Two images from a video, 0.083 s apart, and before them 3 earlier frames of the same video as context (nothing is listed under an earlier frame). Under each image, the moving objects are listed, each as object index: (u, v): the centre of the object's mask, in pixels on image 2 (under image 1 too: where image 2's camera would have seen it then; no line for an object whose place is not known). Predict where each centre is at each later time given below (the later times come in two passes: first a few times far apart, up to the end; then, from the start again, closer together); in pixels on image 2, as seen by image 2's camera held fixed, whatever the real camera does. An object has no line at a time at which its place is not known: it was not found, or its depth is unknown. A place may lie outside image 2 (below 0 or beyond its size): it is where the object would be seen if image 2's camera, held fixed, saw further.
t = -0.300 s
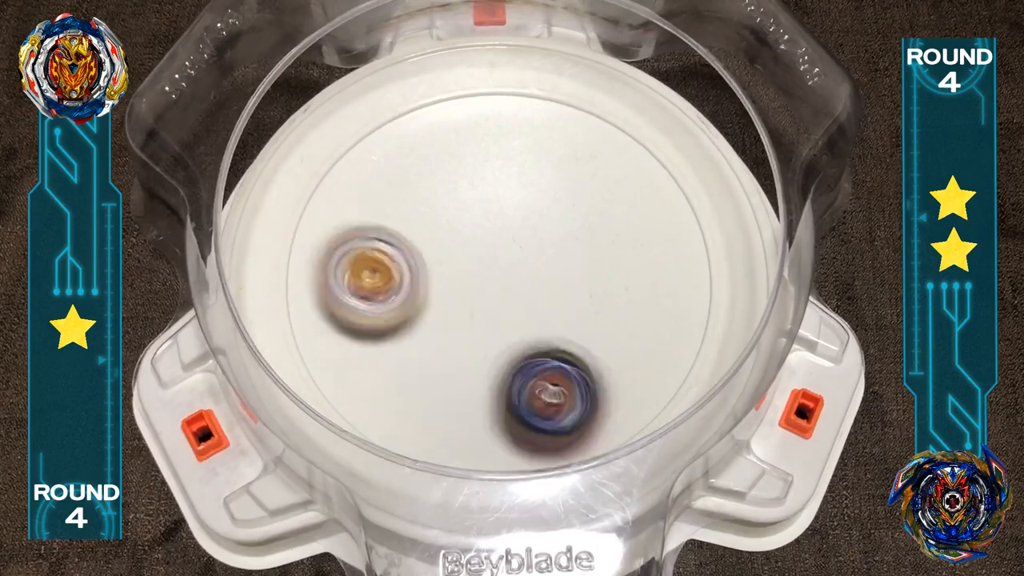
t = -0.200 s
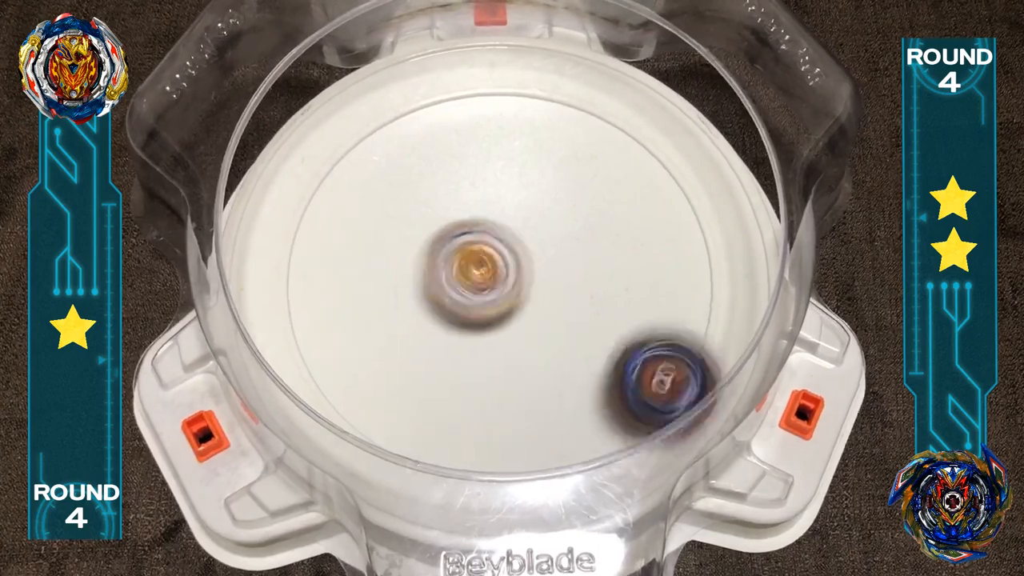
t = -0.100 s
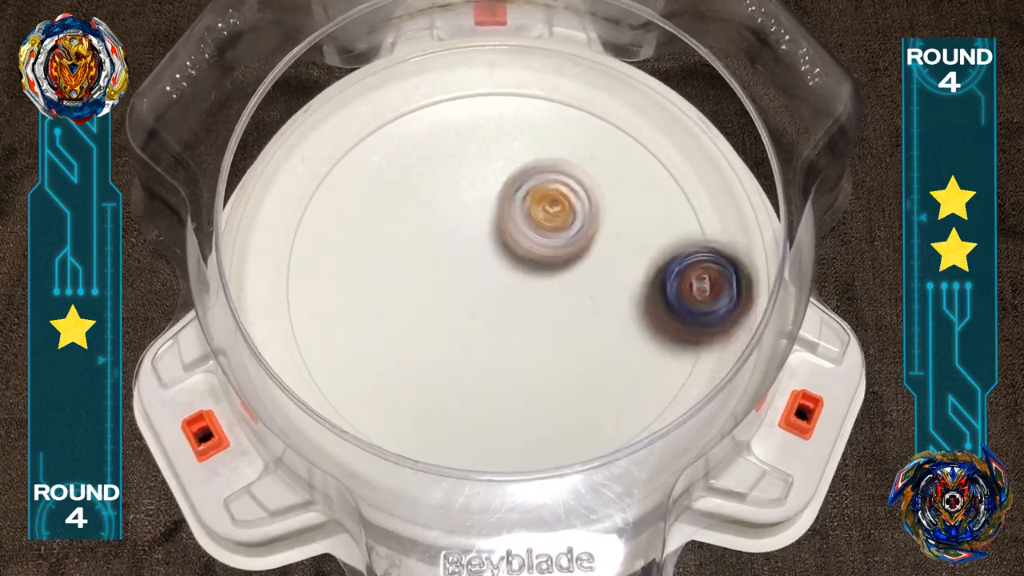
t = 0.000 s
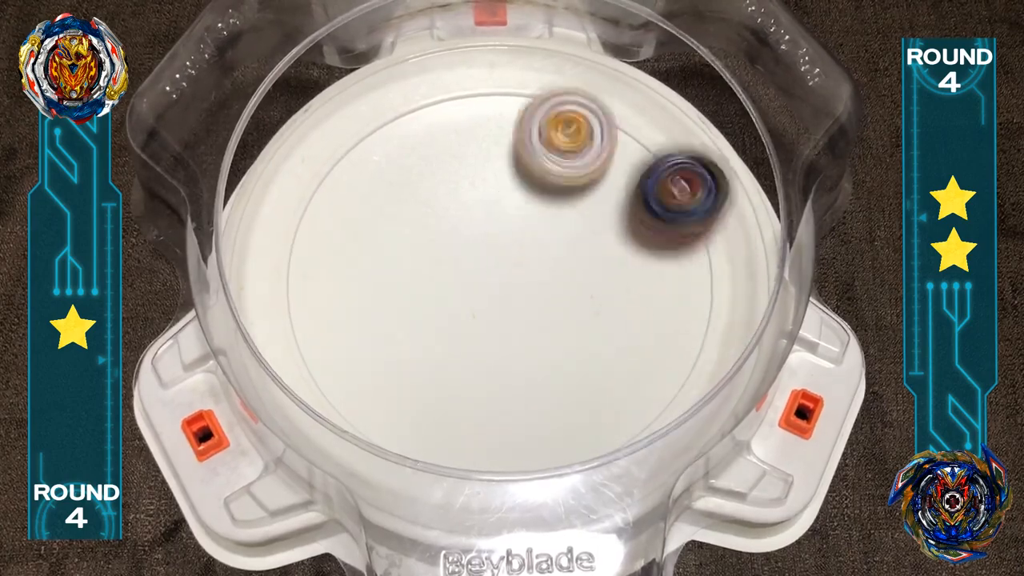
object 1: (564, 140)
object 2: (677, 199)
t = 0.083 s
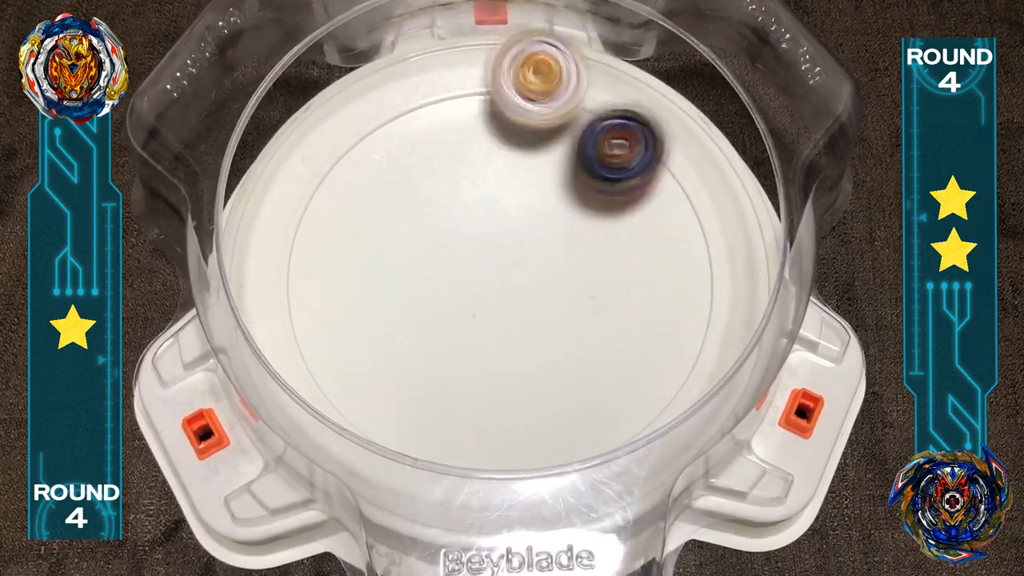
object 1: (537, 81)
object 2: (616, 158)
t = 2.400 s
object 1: (603, 253)
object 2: (525, 380)
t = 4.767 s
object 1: (392, 314)
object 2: (491, 217)
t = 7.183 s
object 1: (529, 340)
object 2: (466, 234)
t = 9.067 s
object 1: (610, 255)
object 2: (466, 284)
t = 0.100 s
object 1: (521, 77)
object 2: (604, 155)
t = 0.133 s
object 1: (495, 73)
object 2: (573, 163)
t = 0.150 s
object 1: (485, 68)
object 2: (559, 168)
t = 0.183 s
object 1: (465, 65)
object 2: (530, 181)
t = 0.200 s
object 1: (457, 66)
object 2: (514, 193)
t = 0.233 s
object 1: (442, 70)
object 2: (486, 218)
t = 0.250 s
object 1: (436, 76)
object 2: (473, 233)
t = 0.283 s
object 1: (428, 91)
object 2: (452, 267)
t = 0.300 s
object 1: (424, 102)
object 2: (445, 285)
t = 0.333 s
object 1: (417, 124)
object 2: (436, 322)
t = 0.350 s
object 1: (416, 137)
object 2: (434, 341)
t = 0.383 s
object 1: (417, 162)
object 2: (438, 379)
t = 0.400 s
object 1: (421, 173)
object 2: (443, 397)
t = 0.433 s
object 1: (431, 201)
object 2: (460, 427)
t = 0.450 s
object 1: (436, 213)
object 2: (471, 449)
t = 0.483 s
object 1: (454, 241)
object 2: (502, 461)
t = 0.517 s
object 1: (477, 263)
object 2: (535, 440)
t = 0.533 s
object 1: (490, 273)
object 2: (550, 440)
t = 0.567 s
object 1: (519, 286)
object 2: (589, 460)
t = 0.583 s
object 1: (536, 291)
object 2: (603, 461)
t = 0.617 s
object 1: (566, 293)
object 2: (629, 460)
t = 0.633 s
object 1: (582, 290)
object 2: (636, 452)
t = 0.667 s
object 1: (611, 284)
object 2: (647, 426)
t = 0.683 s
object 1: (625, 278)
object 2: (648, 411)
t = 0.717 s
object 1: (650, 261)
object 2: (646, 386)
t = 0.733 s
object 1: (660, 252)
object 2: (646, 372)
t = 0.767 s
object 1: (676, 232)
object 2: (638, 339)
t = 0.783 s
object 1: (682, 221)
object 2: (631, 322)
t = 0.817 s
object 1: (689, 195)
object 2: (613, 292)
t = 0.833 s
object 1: (684, 185)
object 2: (602, 276)
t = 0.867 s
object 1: (658, 171)
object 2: (574, 252)
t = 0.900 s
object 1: (635, 155)
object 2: (541, 227)
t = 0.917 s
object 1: (623, 154)
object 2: (524, 216)
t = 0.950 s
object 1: (602, 143)
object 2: (486, 202)
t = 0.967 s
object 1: (589, 141)
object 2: (467, 197)
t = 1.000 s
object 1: (563, 152)
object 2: (428, 193)
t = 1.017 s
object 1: (550, 159)
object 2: (410, 191)
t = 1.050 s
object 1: (529, 175)
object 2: (371, 196)
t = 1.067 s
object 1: (517, 186)
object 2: (351, 201)
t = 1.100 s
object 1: (499, 212)
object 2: (314, 215)
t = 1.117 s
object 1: (494, 225)
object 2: (299, 224)
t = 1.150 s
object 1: (485, 255)
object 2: (289, 256)
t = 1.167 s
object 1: (484, 270)
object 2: (287, 269)
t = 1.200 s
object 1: (486, 299)
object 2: (282, 295)
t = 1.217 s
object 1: (490, 313)
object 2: (276, 310)
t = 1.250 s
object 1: (505, 340)
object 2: (273, 337)
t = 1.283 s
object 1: (525, 362)
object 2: (295, 359)
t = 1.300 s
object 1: (536, 371)
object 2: (307, 369)
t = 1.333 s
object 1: (563, 385)
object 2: (339, 385)
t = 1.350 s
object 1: (579, 391)
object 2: (357, 392)
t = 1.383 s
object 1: (609, 396)
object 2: (398, 402)
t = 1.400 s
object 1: (623, 394)
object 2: (419, 406)
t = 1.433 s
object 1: (651, 386)
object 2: (462, 401)
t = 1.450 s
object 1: (661, 379)
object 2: (485, 396)
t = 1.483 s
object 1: (675, 356)
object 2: (526, 379)
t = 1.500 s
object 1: (680, 342)
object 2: (546, 368)
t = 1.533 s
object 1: (694, 305)
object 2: (561, 343)
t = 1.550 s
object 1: (710, 287)
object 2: (548, 328)
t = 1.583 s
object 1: (720, 250)
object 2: (527, 302)
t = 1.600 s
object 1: (724, 236)
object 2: (518, 286)
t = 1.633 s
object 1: (728, 209)
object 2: (499, 258)
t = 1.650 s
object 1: (728, 198)
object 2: (488, 246)
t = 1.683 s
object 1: (722, 179)
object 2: (464, 224)
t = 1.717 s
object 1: (712, 160)
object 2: (438, 208)
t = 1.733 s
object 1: (704, 155)
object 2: (425, 202)
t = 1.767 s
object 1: (686, 144)
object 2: (396, 194)
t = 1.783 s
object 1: (677, 136)
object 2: (382, 191)
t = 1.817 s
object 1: (654, 131)
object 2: (354, 187)
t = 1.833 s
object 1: (638, 136)
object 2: (340, 186)
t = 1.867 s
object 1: (613, 130)
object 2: (317, 191)
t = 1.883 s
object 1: (598, 132)
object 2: (314, 197)
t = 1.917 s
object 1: (569, 137)
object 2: (313, 219)
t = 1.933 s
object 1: (551, 144)
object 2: (314, 232)
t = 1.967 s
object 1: (524, 158)
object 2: (314, 251)
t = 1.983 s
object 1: (509, 166)
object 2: (314, 258)
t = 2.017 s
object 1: (483, 185)
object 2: (318, 277)
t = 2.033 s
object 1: (472, 195)
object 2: (324, 289)
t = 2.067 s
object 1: (450, 221)
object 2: (340, 305)
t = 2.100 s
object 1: (437, 246)
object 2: (363, 319)
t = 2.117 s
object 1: (445, 251)
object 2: (358, 333)
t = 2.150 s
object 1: (473, 252)
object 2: (342, 365)
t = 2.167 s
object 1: (488, 256)
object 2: (338, 386)
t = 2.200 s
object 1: (507, 265)
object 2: (362, 399)
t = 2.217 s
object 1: (516, 268)
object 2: (375, 408)
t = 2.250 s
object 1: (534, 275)
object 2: (403, 417)
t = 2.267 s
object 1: (543, 277)
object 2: (418, 418)
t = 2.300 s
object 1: (561, 277)
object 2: (446, 417)
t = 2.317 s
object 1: (570, 275)
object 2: (461, 414)
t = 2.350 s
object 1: (586, 268)
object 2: (490, 405)
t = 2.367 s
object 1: (593, 263)
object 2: (504, 398)
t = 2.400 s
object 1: (603, 253)
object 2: (525, 380)
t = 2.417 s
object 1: (606, 247)
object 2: (535, 370)
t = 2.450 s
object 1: (610, 234)
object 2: (550, 342)
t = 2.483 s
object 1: (607, 223)
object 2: (557, 316)
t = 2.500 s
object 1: (607, 213)
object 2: (555, 305)
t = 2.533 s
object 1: (606, 191)
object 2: (541, 298)
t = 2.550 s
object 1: (604, 184)
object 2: (533, 294)
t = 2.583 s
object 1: (595, 170)
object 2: (514, 286)
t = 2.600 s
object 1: (588, 165)
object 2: (503, 282)
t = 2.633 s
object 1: (570, 164)
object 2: (481, 276)
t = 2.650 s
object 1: (563, 162)
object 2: (468, 275)
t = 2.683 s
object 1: (545, 164)
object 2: (446, 275)
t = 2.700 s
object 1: (536, 167)
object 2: (433, 277)
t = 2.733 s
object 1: (517, 177)
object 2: (411, 283)
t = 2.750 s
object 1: (508, 184)
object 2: (401, 288)
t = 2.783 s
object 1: (493, 199)
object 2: (383, 300)
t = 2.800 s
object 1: (488, 208)
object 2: (376, 306)
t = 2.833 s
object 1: (478, 230)
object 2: (366, 323)
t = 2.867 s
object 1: (473, 253)
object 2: (362, 339)
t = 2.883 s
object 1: (473, 264)
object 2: (362, 346)
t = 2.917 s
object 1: (476, 286)
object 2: (369, 361)
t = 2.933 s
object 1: (479, 297)
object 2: (374, 367)
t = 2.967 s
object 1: (490, 317)
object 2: (390, 377)
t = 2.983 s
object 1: (496, 327)
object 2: (399, 380)
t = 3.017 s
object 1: (516, 339)
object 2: (412, 383)
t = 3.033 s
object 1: (529, 344)
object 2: (412, 385)
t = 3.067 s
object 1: (553, 353)
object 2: (414, 387)
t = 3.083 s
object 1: (563, 356)
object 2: (415, 388)
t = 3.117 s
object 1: (585, 359)
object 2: (419, 386)
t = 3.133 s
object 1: (597, 359)
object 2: (422, 383)
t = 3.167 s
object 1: (619, 353)
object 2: (429, 378)
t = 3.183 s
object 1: (628, 348)
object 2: (432, 374)
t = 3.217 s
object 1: (644, 337)
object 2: (440, 364)
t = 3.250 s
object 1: (655, 322)
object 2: (447, 352)
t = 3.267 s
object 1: (658, 315)
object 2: (450, 345)
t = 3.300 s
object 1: (659, 297)
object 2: (454, 328)
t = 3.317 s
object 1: (658, 288)
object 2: (455, 317)
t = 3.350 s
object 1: (651, 272)
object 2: (455, 302)
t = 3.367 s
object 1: (644, 264)
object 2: (454, 293)
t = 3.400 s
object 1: (628, 250)
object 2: (448, 275)
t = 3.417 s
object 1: (619, 245)
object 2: (444, 265)
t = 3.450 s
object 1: (599, 238)
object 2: (435, 253)
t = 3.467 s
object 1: (587, 235)
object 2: (429, 244)
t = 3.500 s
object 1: (565, 230)
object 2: (416, 233)
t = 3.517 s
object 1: (553, 234)
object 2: (411, 229)
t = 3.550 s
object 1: (528, 238)
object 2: (398, 223)
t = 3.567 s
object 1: (516, 241)
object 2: (392, 222)
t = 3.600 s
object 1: (494, 249)
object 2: (381, 220)
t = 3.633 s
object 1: (474, 259)
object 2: (374, 221)
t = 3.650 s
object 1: (464, 266)
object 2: (371, 221)
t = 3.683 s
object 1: (452, 284)
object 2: (357, 213)
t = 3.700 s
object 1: (447, 292)
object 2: (347, 205)
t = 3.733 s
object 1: (435, 309)
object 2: (332, 193)
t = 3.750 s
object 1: (429, 319)
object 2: (324, 190)
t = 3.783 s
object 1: (420, 337)
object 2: (320, 189)
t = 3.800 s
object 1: (417, 347)
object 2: (323, 193)
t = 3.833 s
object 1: (413, 365)
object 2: (332, 205)
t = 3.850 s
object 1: (412, 376)
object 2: (336, 208)
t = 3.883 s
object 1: (415, 394)
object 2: (345, 216)
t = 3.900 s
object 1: (418, 402)
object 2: (349, 218)
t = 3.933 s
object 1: (429, 413)
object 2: (359, 221)
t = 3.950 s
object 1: (435, 417)
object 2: (362, 221)
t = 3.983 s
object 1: (452, 423)
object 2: (371, 220)
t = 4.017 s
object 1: (471, 425)
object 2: (379, 217)
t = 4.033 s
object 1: (481, 425)
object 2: (384, 216)
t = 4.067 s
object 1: (499, 421)
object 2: (392, 212)
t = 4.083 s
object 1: (507, 417)
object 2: (398, 211)
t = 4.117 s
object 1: (521, 404)
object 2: (408, 209)
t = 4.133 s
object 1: (527, 394)
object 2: (413, 208)
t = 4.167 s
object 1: (536, 375)
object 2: (425, 205)
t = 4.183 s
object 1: (538, 366)
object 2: (431, 203)
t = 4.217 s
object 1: (540, 346)
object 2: (442, 203)
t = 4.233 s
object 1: (539, 336)
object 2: (449, 202)
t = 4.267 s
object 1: (534, 315)
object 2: (462, 199)
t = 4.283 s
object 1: (532, 306)
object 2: (468, 199)
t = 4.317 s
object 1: (523, 287)
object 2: (481, 194)
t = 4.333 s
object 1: (517, 288)
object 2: (490, 182)
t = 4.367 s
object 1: (508, 292)
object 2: (502, 137)
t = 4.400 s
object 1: (497, 287)
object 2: (513, 96)
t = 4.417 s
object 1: (488, 285)
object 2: (517, 78)
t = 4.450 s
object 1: (470, 282)
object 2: (522, 48)
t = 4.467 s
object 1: (463, 279)
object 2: (518, 49)
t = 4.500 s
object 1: (448, 273)
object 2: (508, 74)
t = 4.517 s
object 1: (440, 273)
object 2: (504, 82)
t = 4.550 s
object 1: (424, 276)
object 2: (499, 98)
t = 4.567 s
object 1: (416, 278)
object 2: (497, 105)
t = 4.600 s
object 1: (403, 280)
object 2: (494, 123)
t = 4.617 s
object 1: (398, 282)
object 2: (492, 132)
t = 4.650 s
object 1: (389, 289)
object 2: (491, 151)
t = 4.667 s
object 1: (386, 294)
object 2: (491, 160)
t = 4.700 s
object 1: (383, 301)
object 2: (491, 179)
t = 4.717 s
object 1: (384, 305)
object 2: (491, 184)
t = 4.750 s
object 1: (388, 312)
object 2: (490, 206)
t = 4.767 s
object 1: (392, 314)
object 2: (491, 217)
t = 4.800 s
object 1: (402, 320)
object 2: (493, 237)
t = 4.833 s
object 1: (409, 323)
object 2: (499, 257)
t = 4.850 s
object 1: (405, 328)
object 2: (514, 259)
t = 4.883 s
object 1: (399, 339)
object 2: (537, 266)
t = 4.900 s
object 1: (398, 344)
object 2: (548, 272)
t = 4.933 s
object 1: (399, 352)
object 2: (563, 283)
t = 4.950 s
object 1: (401, 356)
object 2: (570, 287)
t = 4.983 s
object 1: (407, 362)
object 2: (584, 294)
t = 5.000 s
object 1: (411, 363)
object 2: (591, 299)
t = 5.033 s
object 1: (421, 365)
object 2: (603, 308)
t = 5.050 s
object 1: (426, 364)
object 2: (610, 310)
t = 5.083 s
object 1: (440, 360)
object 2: (622, 318)
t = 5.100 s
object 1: (444, 358)
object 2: (627, 321)
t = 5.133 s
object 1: (456, 350)
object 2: (636, 325)
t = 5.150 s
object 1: (463, 345)
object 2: (640, 327)
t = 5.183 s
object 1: (471, 333)
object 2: (649, 329)
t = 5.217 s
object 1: (479, 321)
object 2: (654, 330)
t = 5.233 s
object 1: (482, 313)
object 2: (656, 330)
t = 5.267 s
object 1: (486, 300)
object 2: (656, 329)
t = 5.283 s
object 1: (489, 292)
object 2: (655, 328)
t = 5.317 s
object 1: (490, 277)
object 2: (649, 324)
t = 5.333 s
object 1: (491, 270)
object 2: (642, 322)
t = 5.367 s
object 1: (489, 256)
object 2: (631, 320)
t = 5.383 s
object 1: (489, 249)
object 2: (625, 317)
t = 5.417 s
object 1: (486, 236)
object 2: (610, 314)
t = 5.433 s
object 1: (483, 229)
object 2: (601, 314)
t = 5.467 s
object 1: (478, 217)
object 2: (586, 312)
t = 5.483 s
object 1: (476, 211)
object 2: (579, 311)
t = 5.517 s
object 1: (468, 203)
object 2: (560, 309)
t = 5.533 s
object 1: (464, 197)
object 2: (552, 309)
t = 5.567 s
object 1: (457, 190)
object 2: (536, 308)
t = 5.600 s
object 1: (450, 186)
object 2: (517, 305)
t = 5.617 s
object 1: (446, 186)
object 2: (508, 304)
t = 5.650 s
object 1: (441, 185)
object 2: (491, 302)
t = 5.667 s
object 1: (439, 185)
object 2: (483, 301)
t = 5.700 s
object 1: (436, 190)
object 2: (464, 299)
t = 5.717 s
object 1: (435, 193)
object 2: (457, 298)
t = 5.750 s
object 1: (437, 190)
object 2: (441, 302)
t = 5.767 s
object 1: (438, 188)
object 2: (431, 307)
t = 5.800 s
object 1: (441, 181)
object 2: (417, 312)
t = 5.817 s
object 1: (442, 179)
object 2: (410, 313)
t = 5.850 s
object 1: (444, 173)
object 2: (395, 316)
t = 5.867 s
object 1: (446, 171)
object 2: (390, 315)
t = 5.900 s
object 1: (450, 168)
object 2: (376, 317)
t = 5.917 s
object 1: (452, 164)
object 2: (372, 318)
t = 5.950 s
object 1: (457, 164)
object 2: (361, 318)
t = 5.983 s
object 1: (463, 164)
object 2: (353, 318)
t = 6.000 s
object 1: (465, 165)
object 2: (349, 318)
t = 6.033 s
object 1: (472, 166)
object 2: (345, 318)
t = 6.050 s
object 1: (474, 168)
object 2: (344, 317)
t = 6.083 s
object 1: (481, 171)
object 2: (345, 316)
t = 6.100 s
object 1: (484, 173)
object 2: (345, 315)
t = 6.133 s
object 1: (492, 180)
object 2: (351, 313)
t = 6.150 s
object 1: (496, 183)
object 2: (353, 312)
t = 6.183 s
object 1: (504, 191)
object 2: (361, 308)
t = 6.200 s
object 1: (509, 194)
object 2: (367, 305)
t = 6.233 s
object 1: (518, 202)
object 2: (378, 299)
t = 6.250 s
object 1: (523, 206)
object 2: (383, 296)
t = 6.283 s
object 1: (534, 213)
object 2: (395, 290)
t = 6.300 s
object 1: (539, 217)
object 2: (401, 286)
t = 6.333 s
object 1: (549, 224)
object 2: (411, 282)
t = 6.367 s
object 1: (561, 230)
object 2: (424, 276)
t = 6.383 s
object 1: (566, 232)
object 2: (430, 273)
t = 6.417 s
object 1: (577, 237)
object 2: (443, 267)
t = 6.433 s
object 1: (582, 239)
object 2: (449, 266)
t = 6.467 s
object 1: (591, 242)
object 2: (463, 260)
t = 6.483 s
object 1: (596, 245)
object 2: (470, 257)
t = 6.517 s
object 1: (605, 247)
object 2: (485, 253)
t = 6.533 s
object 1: (608, 249)
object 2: (490, 250)
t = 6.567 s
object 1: (616, 251)
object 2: (505, 245)
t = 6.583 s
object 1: (622, 254)
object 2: (504, 239)
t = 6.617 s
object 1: (633, 257)
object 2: (503, 233)
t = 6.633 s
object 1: (639, 258)
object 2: (501, 229)
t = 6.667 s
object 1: (646, 261)
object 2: (501, 223)
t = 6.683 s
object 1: (650, 262)
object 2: (498, 219)
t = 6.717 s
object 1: (656, 261)
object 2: (498, 213)
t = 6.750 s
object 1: (657, 262)
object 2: (493, 209)
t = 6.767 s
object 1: (656, 264)
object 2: (493, 208)
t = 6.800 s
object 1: (653, 266)
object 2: (489, 208)
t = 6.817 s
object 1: (650, 265)
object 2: (489, 208)
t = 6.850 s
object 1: (642, 272)
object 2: (486, 210)
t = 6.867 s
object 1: (639, 271)
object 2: (486, 211)
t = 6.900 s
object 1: (627, 277)
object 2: (485, 215)
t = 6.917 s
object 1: (621, 279)
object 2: (486, 218)
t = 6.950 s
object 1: (609, 287)
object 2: (486, 225)
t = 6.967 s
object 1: (602, 288)
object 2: (488, 227)
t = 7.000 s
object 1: (590, 296)
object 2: (489, 235)
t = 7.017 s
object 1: (584, 297)
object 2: (491, 239)
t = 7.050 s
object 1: (572, 306)
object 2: (493, 244)
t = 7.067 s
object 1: (568, 312)
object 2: (489, 243)
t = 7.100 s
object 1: (557, 321)
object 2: (485, 239)
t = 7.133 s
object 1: (546, 329)
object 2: (479, 236)
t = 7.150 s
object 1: (541, 334)
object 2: (474, 237)
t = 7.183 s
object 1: (529, 340)
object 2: (466, 234)
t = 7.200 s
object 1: (524, 344)
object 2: (465, 235)
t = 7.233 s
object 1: (513, 351)
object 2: (459, 238)
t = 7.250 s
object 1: (506, 354)
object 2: (456, 240)
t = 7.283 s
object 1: (495, 360)
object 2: (454, 243)
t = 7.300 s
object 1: (488, 363)
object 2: (452, 247)
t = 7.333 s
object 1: (477, 368)
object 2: (453, 255)
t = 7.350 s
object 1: (471, 369)
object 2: (455, 258)
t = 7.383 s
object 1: (460, 373)
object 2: (459, 263)
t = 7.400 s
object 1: (454, 374)
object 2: (462, 266)
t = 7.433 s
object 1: (443, 375)
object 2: (467, 272)
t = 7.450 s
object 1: (437, 376)
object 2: (470, 273)
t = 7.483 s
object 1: (428, 376)
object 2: (479, 278)
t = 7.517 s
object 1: (418, 375)
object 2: (487, 283)
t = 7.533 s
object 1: (414, 373)
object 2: (490, 284)
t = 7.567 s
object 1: (407, 372)
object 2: (498, 286)
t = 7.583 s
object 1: (404, 369)
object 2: (503, 288)
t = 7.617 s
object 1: (399, 365)
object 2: (512, 291)
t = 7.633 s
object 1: (397, 361)
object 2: (516, 290)
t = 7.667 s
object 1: (395, 355)
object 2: (524, 291)
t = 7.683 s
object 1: (392, 352)
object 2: (530, 292)
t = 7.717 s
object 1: (391, 343)
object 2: (536, 291)
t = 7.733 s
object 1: (391, 340)
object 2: (539, 290)
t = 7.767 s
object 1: (391, 329)
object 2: (547, 289)
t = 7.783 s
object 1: (392, 325)
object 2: (550, 289)
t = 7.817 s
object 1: (393, 315)
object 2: (552, 286)
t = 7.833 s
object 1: (394, 309)
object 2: (556, 284)
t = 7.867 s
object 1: (396, 300)
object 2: (560, 282)
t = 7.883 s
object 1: (396, 294)
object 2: (559, 281)
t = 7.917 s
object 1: (398, 284)
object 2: (561, 277)
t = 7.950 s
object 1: (401, 274)
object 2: (561, 273)
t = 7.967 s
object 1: (402, 269)
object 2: (561, 271)
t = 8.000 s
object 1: (405, 259)
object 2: (556, 267)
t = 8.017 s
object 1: (408, 254)
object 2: (554, 266)
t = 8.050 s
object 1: (411, 245)
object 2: (549, 264)
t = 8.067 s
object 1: (414, 239)
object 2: (544, 263)
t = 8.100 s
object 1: (419, 231)
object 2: (536, 263)
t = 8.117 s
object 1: (421, 226)
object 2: (533, 263)
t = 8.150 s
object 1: (428, 219)
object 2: (527, 265)
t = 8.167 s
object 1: (431, 214)
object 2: (521, 265)
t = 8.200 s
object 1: (433, 203)
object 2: (520, 275)
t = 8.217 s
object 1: (435, 198)
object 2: (520, 281)
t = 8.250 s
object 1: (438, 190)
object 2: (523, 287)
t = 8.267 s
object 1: (441, 183)
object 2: (523, 290)
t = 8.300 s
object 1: (445, 176)
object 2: (524, 298)
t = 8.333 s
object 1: (451, 172)
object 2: (524, 306)
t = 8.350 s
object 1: (454, 168)
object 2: (525, 310)
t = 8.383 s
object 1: (461, 163)
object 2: (526, 317)
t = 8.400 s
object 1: (464, 157)
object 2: (524, 320)
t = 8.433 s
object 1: (470, 154)
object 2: (525, 327)
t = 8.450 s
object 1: (475, 156)
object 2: (526, 329)
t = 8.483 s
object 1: (481, 155)
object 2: (526, 337)
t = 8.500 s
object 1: (485, 151)
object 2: (525, 337)
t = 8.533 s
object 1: (493, 153)
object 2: (527, 340)
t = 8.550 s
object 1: (496, 156)
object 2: (528, 341)
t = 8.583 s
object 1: (506, 157)
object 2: (526, 341)
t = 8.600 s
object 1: (509, 158)
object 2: (526, 341)
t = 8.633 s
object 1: (517, 162)
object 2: (526, 339)
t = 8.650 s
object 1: (521, 166)
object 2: (525, 338)
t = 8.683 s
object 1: (526, 171)
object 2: (524, 336)
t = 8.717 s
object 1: (535, 180)
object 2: (521, 331)
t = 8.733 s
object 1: (538, 184)
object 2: (520, 326)
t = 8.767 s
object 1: (545, 192)
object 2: (519, 321)
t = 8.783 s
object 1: (548, 196)
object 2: (519, 321)
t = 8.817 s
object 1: (553, 205)
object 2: (515, 314)
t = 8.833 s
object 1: (556, 210)
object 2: (511, 310)
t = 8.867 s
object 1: (565, 218)
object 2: (505, 304)
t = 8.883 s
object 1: (571, 221)
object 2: (500, 304)
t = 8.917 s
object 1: (579, 228)
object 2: (488, 300)
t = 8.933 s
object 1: (583, 230)
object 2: (484, 297)
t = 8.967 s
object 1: (590, 236)
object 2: (478, 294)
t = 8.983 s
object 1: (595, 236)
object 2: (475, 293)
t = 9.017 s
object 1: (601, 244)
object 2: (474, 290)
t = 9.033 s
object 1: (603, 250)
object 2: (470, 289)
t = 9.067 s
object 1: (610, 255)
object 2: (466, 284)
